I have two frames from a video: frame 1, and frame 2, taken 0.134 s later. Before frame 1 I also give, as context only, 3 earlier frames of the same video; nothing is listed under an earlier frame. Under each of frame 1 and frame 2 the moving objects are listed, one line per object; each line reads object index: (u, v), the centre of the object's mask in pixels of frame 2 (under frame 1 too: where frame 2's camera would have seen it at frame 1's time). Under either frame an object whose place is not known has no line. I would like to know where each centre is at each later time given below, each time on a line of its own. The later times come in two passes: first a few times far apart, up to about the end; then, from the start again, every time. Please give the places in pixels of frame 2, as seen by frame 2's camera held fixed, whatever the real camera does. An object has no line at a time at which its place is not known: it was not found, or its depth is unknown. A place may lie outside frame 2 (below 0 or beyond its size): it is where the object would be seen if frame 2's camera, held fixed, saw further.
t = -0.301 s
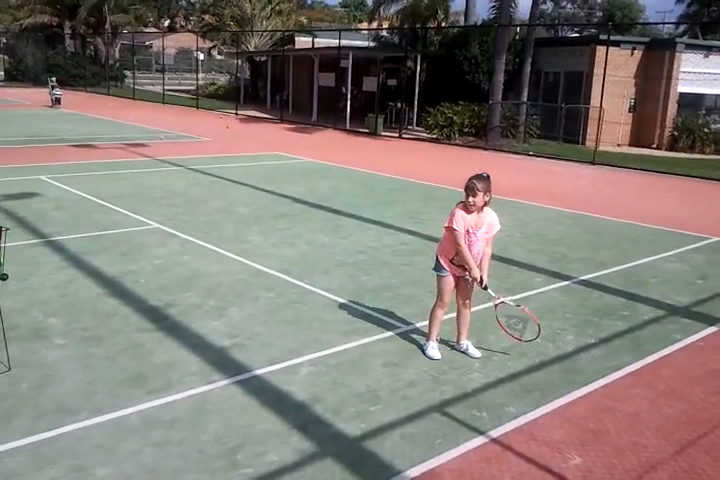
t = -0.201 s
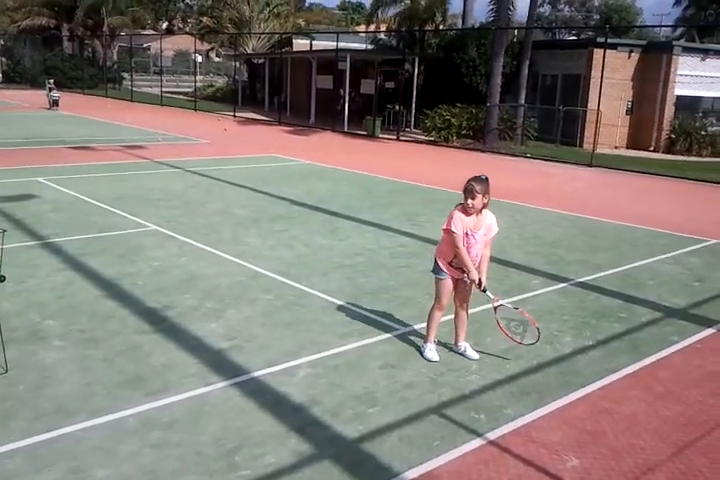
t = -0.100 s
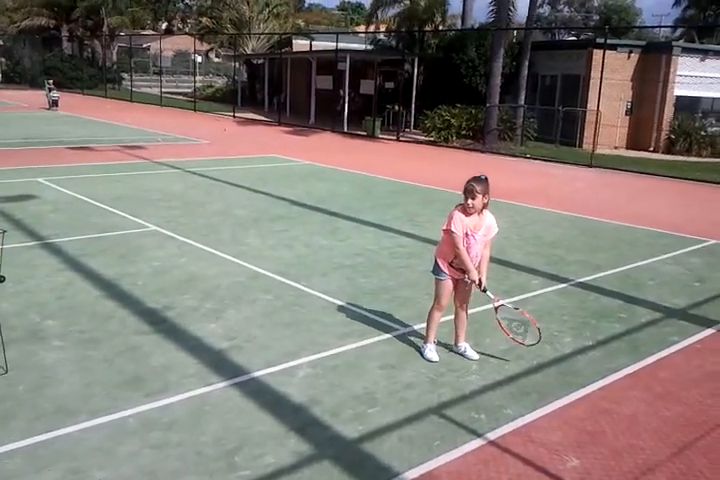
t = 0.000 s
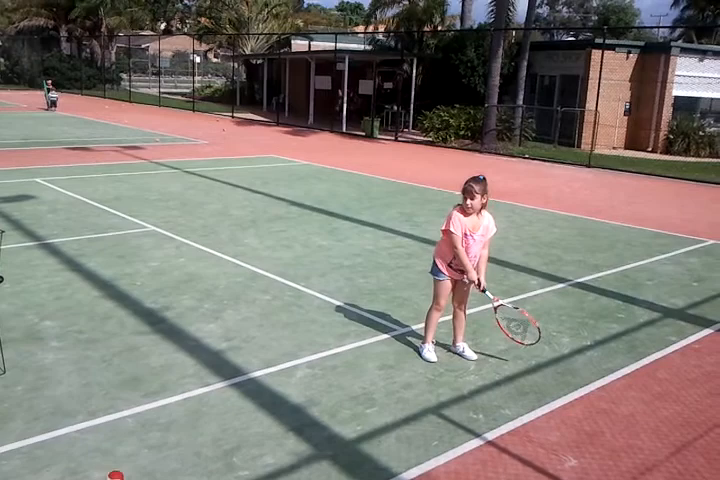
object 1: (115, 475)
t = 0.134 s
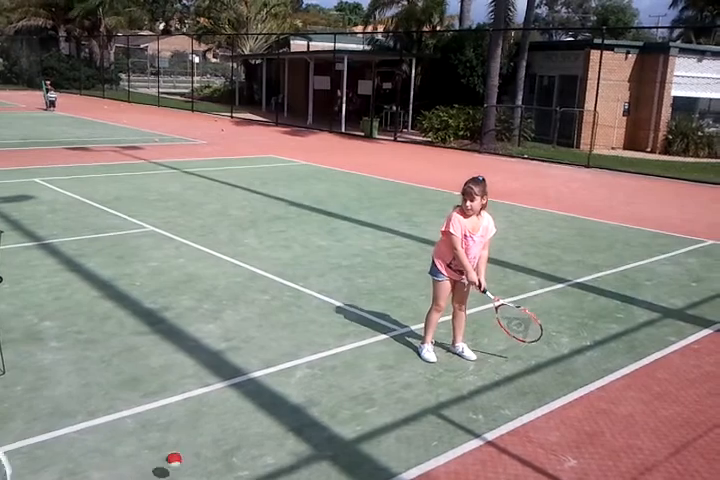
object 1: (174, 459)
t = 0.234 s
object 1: (212, 463)
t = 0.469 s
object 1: (300, 427)
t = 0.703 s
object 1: (369, 402)
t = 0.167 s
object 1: (186, 460)
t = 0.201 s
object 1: (199, 464)
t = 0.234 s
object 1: (212, 463)
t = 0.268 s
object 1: (227, 451)
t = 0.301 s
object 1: (241, 441)
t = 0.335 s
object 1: (253, 434)
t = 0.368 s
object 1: (266, 428)
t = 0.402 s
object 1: (278, 425)
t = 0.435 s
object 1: (290, 424)
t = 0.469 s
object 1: (300, 427)
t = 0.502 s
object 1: (311, 427)
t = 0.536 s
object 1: (320, 419)
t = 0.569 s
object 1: (333, 411)
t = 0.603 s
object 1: (343, 406)
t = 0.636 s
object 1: (351, 402)
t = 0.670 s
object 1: (360, 402)
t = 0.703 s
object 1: (369, 402)
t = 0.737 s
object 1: (377, 405)
